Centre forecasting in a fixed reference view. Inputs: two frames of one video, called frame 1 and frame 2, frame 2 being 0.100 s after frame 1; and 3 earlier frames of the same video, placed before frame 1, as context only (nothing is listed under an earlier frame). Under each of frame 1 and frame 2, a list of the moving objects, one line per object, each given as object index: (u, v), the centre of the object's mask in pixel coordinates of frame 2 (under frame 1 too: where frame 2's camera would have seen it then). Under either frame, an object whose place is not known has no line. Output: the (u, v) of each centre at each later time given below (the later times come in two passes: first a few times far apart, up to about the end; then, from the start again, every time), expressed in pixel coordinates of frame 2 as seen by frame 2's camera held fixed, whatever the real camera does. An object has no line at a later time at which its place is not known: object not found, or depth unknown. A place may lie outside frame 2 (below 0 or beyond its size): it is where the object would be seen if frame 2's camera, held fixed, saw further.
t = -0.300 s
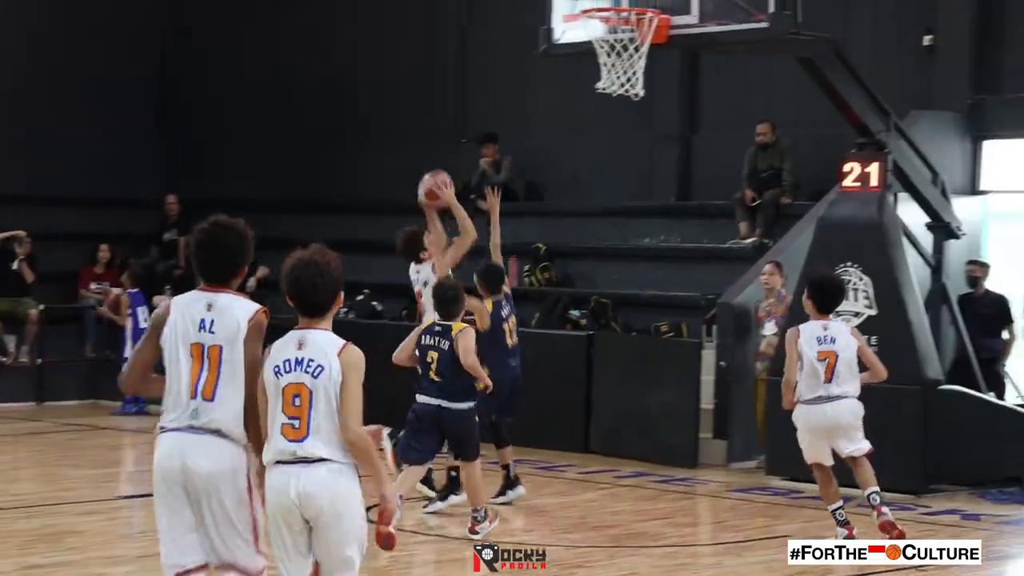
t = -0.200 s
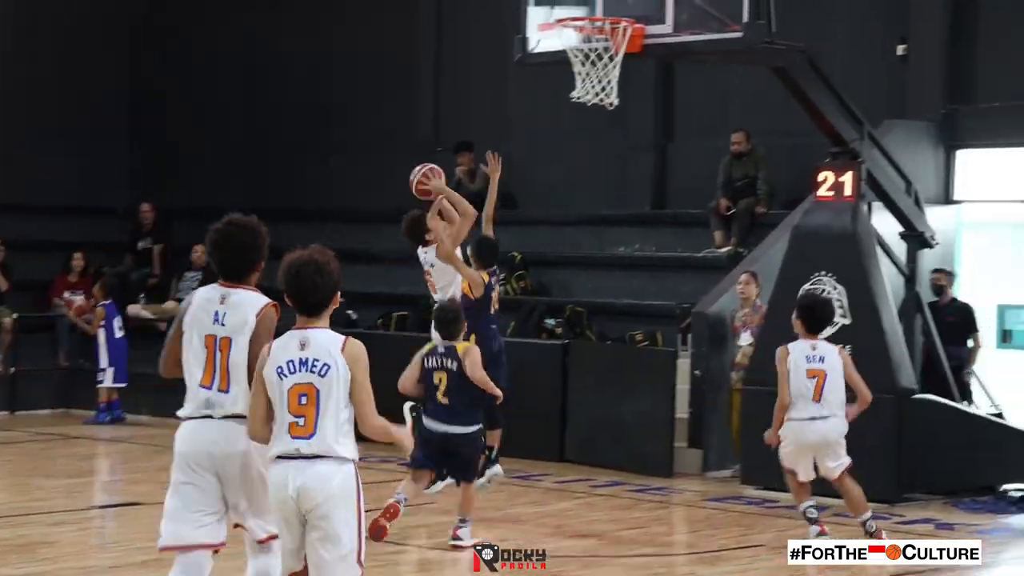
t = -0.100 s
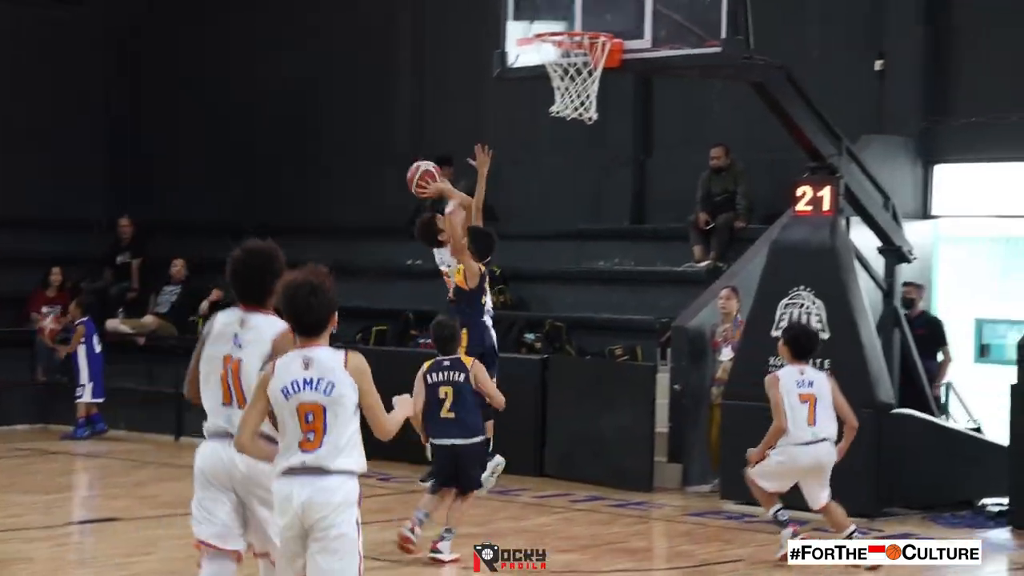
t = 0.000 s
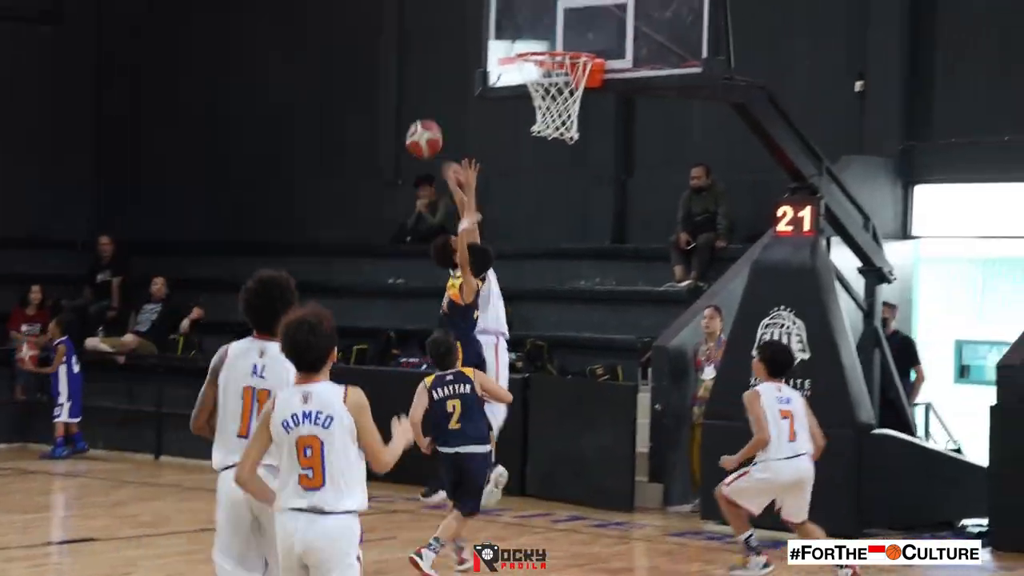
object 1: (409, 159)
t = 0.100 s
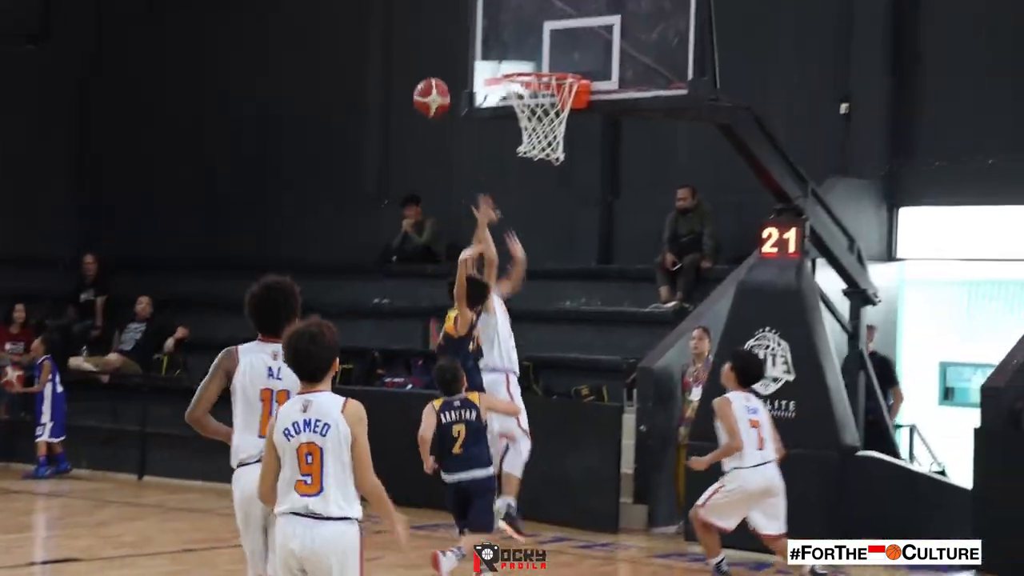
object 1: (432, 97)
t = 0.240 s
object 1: (462, 35)
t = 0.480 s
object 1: (511, -5)
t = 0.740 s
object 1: (565, 55)
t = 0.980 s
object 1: (545, 12)
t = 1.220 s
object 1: (517, 44)
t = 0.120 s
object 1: (436, 86)
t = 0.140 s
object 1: (440, 75)
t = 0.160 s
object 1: (445, 67)
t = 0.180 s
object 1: (449, 57)
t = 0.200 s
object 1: (453, 49)
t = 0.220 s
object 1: (458, 42)
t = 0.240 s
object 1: (462, 35)
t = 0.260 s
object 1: (464, 28)
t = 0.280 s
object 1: (470, 22)
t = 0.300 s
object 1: (475, 17)
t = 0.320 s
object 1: (479, 11)
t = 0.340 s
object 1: (483, 7)
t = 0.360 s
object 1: (487, 4)
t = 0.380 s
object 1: (491, 1)
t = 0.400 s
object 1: (495, -1)
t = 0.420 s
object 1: (500, -3)
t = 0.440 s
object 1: (503, -4)
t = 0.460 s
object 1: (507, -5)
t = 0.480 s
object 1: (511, -5)
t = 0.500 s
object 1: (515, -3)
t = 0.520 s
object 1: (520, -2)
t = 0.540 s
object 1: (524, 0)
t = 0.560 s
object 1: (528, 2)
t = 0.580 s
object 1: (532, 5)
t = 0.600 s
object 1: (536, 9)
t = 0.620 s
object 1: (540, 13)
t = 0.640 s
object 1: (545, 19)
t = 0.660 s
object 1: (549, 25)
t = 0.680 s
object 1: (552, 31)
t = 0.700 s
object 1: (556, 39)
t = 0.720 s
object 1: (561, 48)
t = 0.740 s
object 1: (565, 55)
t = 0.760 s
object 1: (568, 60)
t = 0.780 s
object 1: (566, 55)
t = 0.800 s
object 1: (563, 47)
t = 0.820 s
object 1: (562, 43)
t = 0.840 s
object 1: (560, 36)
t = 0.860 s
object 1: (558, 31)
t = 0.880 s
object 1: (556, 26)
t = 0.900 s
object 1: (554, 22)
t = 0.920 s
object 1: (552, 19)
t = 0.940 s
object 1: (549, 15)
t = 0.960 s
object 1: (547, 14)
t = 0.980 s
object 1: (545, 12)
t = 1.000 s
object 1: (543, 11)
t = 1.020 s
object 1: (541, 10)
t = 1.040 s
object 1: (538, 11)
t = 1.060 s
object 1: (537, 12)
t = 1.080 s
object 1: (534, 14)
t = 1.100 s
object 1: (531, 16)
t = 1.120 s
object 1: (529, 19)
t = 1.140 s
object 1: (527, 23)
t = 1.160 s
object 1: (524, 28)
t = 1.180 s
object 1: (522, 33)
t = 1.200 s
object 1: (519, 38)
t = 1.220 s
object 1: (517, 44)
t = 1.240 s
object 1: (515, 51)
